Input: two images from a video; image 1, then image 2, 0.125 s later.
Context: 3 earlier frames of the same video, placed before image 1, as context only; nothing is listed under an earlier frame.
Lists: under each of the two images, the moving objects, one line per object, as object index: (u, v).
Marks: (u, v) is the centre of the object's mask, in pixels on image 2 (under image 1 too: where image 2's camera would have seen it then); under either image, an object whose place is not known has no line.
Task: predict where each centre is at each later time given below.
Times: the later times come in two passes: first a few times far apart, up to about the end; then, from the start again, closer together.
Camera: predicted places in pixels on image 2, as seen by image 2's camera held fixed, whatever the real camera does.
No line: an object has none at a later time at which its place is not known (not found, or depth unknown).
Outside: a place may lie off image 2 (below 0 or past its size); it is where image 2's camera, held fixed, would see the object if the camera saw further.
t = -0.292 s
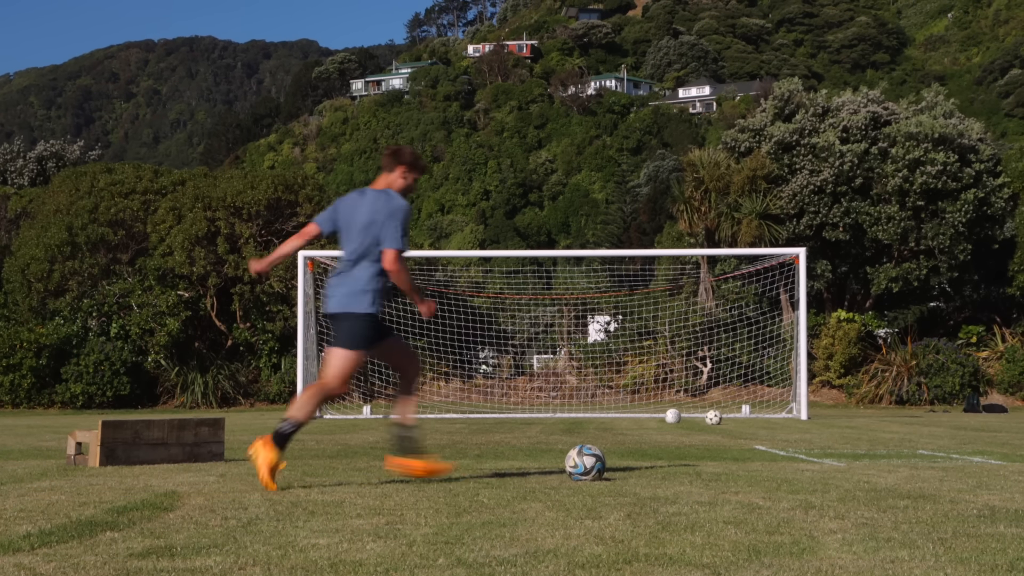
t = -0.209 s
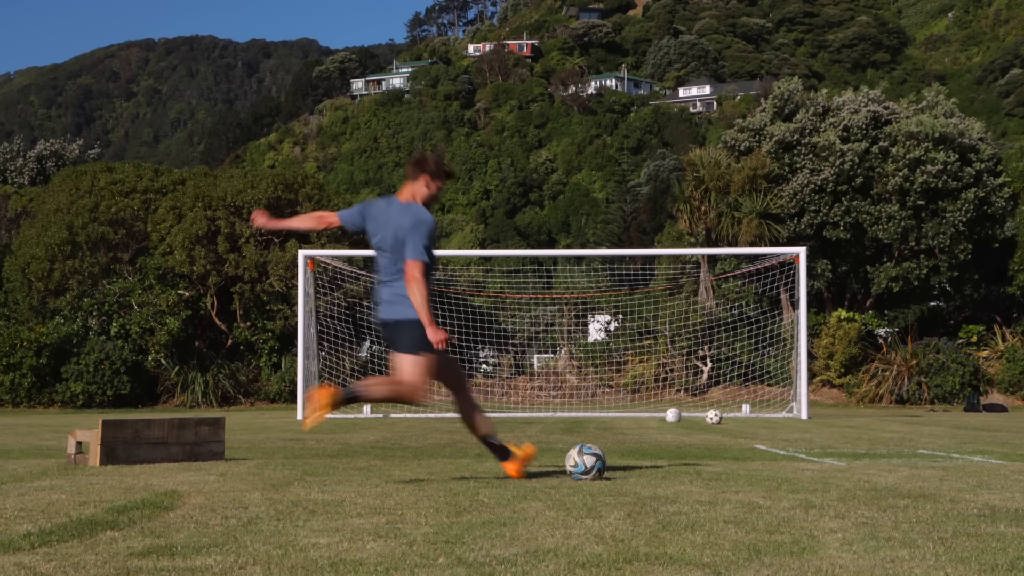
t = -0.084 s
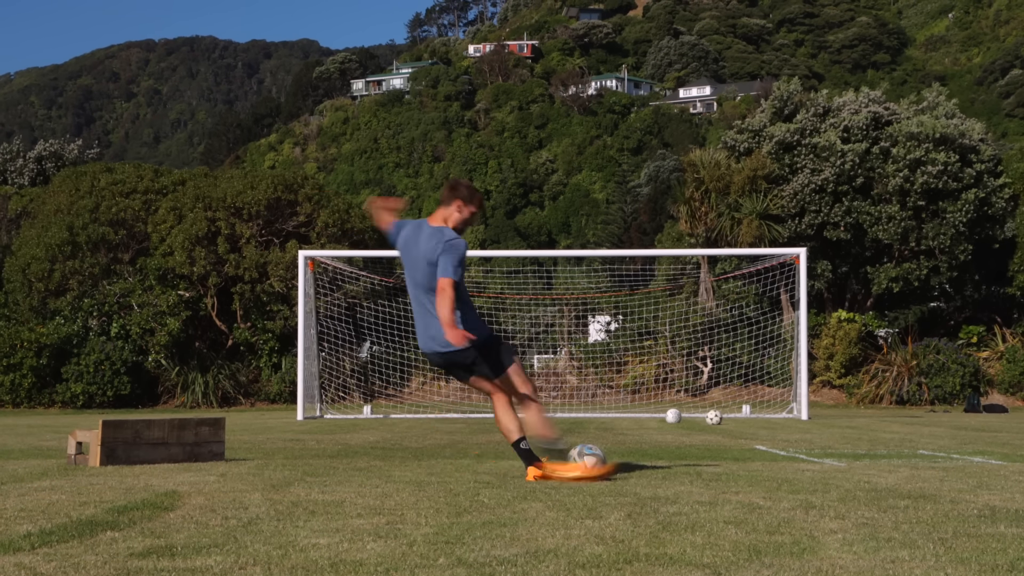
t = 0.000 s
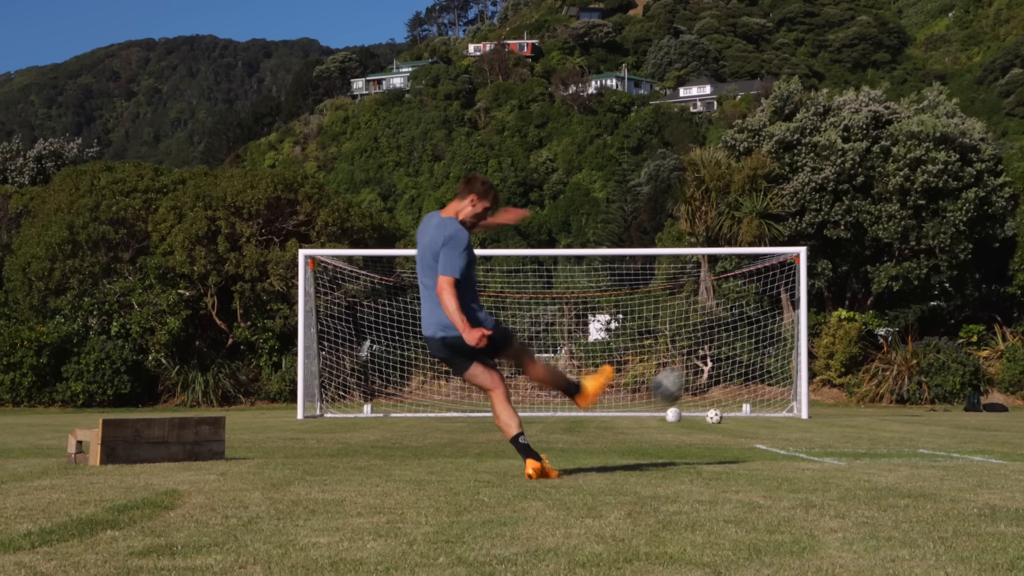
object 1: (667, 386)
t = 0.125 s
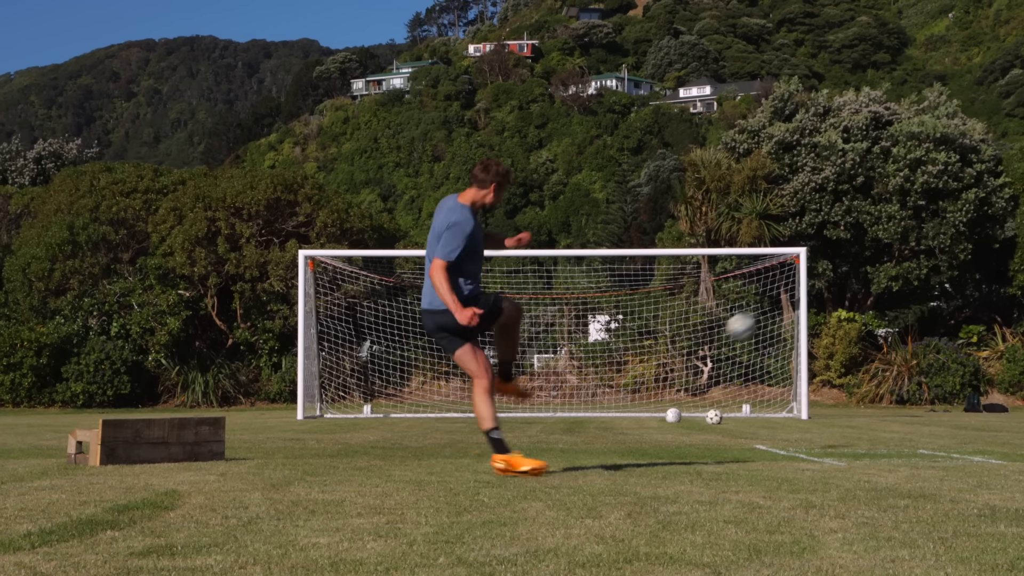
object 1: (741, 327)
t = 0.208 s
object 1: (770, 311)
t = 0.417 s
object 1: (799, 325)
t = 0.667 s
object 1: (792, 391)
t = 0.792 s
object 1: (780, 401)
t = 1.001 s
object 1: (764, 370)
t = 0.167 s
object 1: (757, 316)
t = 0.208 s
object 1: (770, 311)
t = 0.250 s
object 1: (781, 310)
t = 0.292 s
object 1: (789, 310)
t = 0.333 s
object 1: (794, 313)
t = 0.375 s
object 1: (798, 318)
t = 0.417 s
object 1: (799, 325)
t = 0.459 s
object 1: (801, 333)
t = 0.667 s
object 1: (792, 391)
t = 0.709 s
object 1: (789, 405)
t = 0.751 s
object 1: (784, 413)
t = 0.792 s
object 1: (780, 401)
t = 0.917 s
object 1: (770, 377)
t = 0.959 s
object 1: (767, 372)
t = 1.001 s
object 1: (764, 370)
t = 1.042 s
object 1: (762, 367)
